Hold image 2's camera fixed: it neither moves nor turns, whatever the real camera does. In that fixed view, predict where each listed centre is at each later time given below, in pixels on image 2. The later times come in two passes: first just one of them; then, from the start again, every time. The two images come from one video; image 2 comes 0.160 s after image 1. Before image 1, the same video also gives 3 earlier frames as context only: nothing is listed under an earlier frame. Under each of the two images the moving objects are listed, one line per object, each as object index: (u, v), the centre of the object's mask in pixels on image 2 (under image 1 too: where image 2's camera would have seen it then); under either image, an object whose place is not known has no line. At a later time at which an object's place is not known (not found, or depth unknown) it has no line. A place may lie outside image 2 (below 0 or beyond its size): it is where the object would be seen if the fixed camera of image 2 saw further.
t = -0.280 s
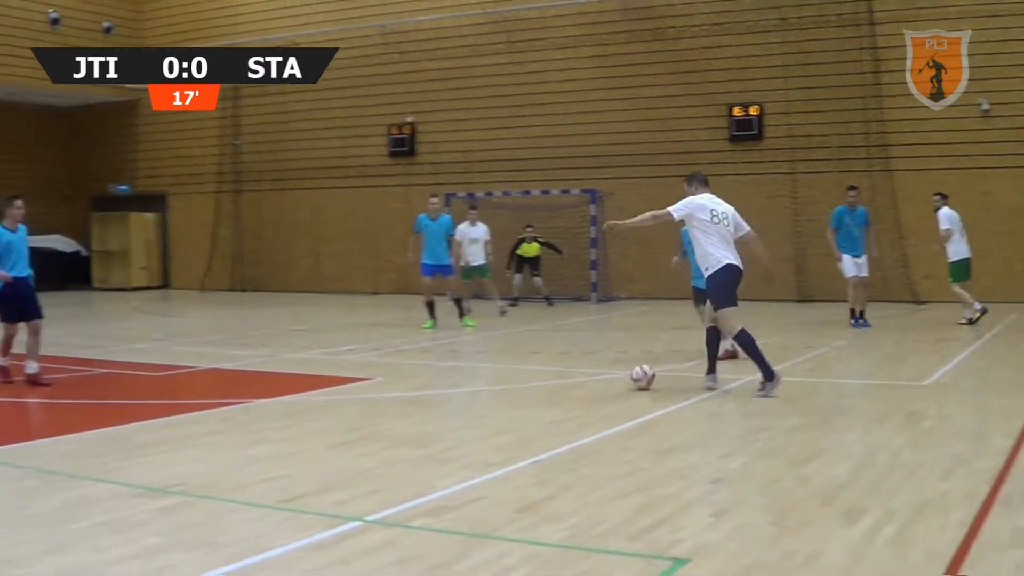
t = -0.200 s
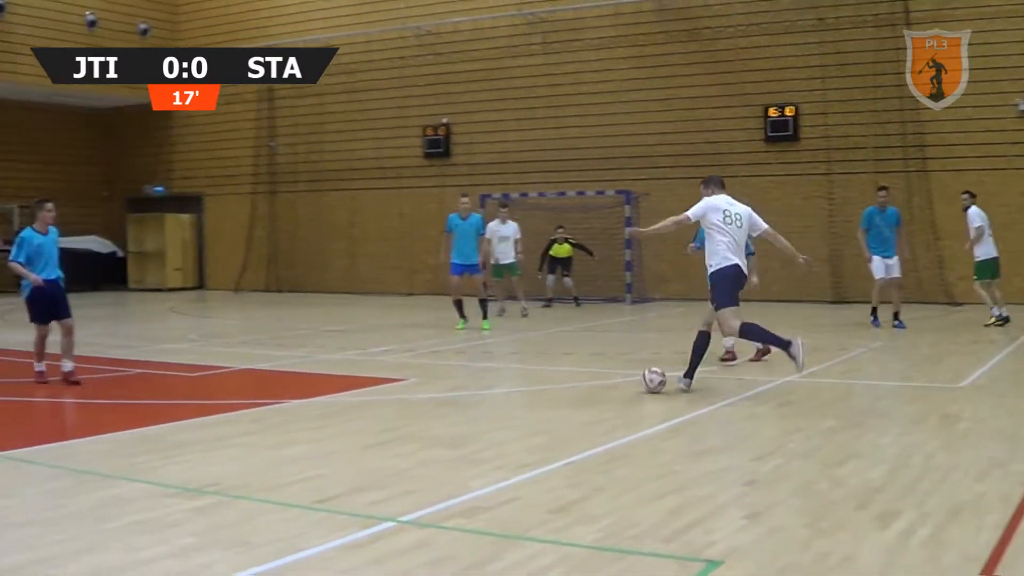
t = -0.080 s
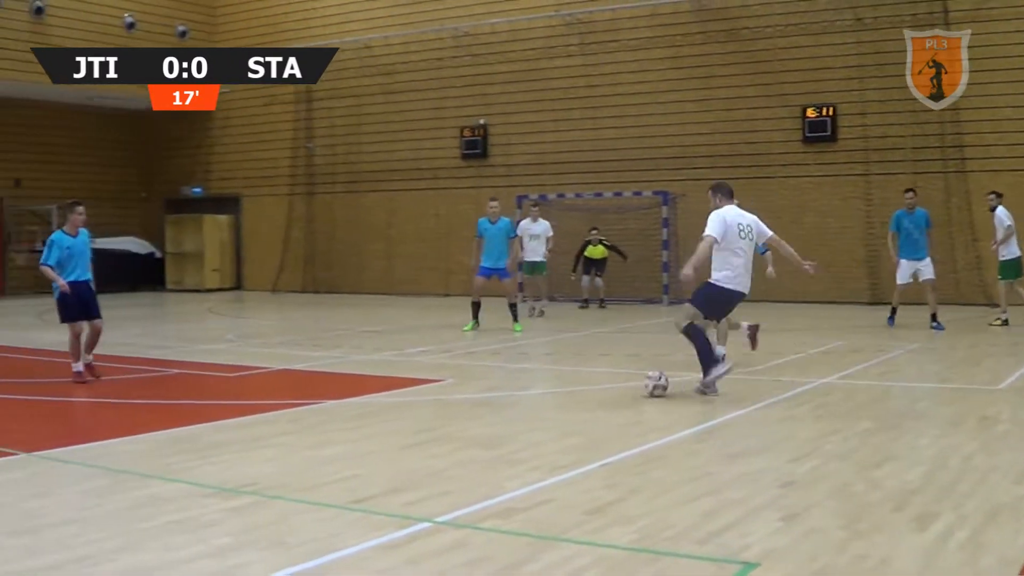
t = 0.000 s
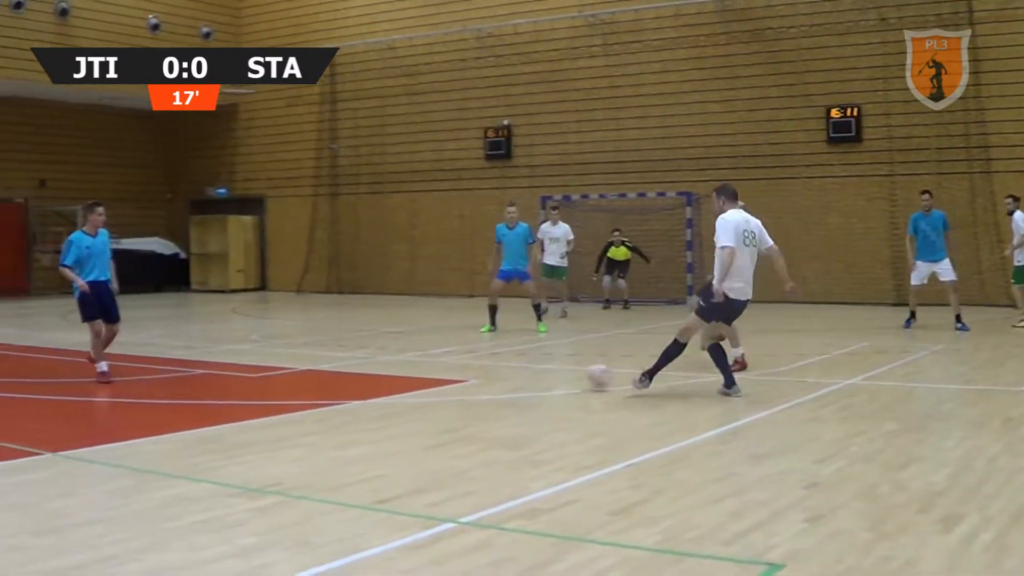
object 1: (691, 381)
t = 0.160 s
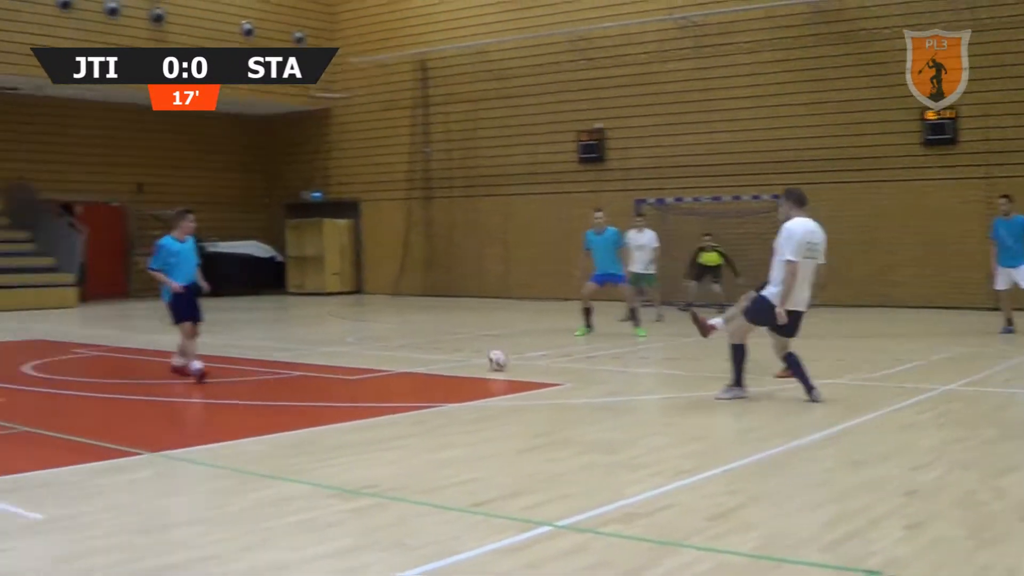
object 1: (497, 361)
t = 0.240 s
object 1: (433, 352)
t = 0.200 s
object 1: (461, 356)
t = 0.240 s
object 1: (433, 352)
